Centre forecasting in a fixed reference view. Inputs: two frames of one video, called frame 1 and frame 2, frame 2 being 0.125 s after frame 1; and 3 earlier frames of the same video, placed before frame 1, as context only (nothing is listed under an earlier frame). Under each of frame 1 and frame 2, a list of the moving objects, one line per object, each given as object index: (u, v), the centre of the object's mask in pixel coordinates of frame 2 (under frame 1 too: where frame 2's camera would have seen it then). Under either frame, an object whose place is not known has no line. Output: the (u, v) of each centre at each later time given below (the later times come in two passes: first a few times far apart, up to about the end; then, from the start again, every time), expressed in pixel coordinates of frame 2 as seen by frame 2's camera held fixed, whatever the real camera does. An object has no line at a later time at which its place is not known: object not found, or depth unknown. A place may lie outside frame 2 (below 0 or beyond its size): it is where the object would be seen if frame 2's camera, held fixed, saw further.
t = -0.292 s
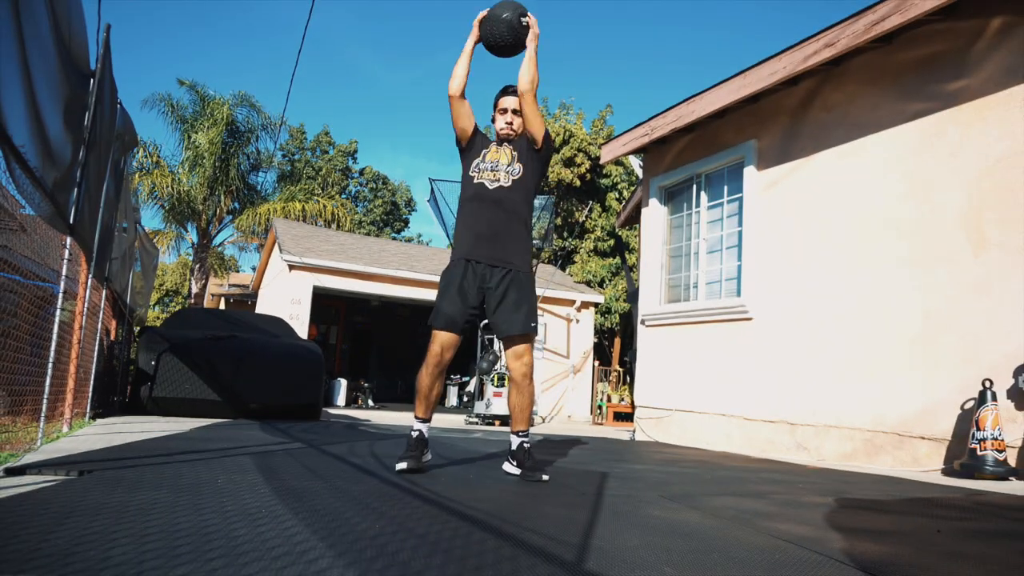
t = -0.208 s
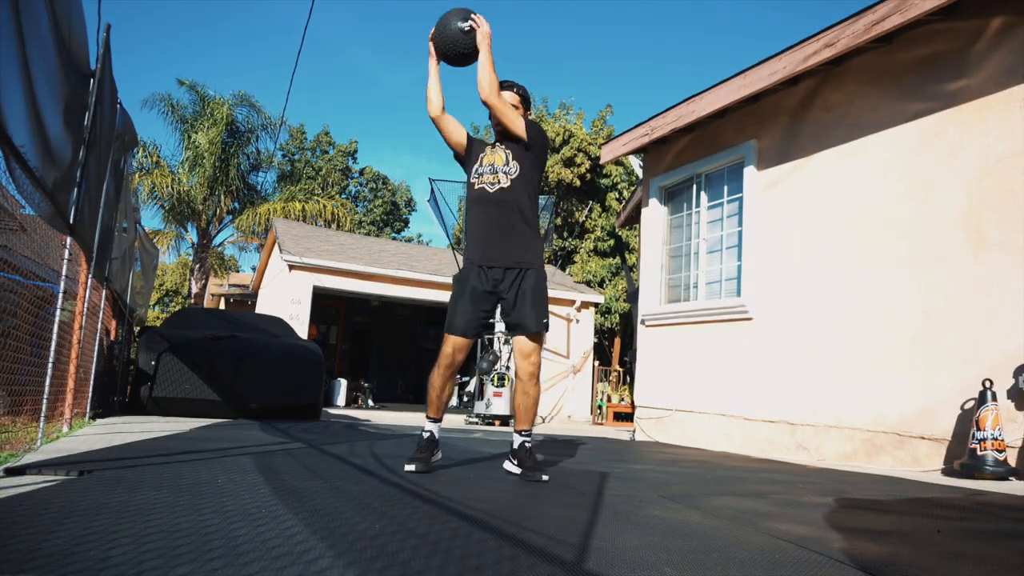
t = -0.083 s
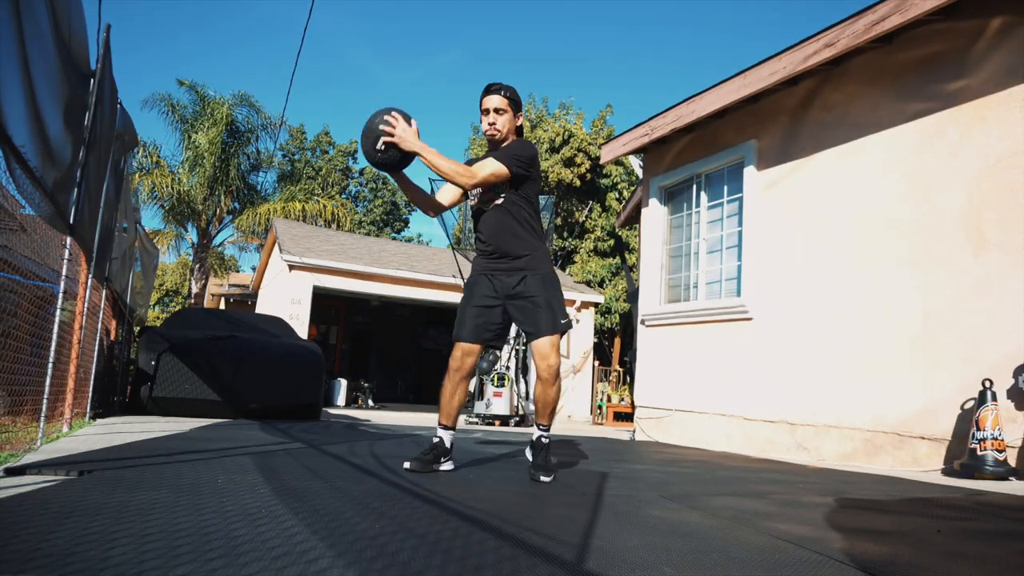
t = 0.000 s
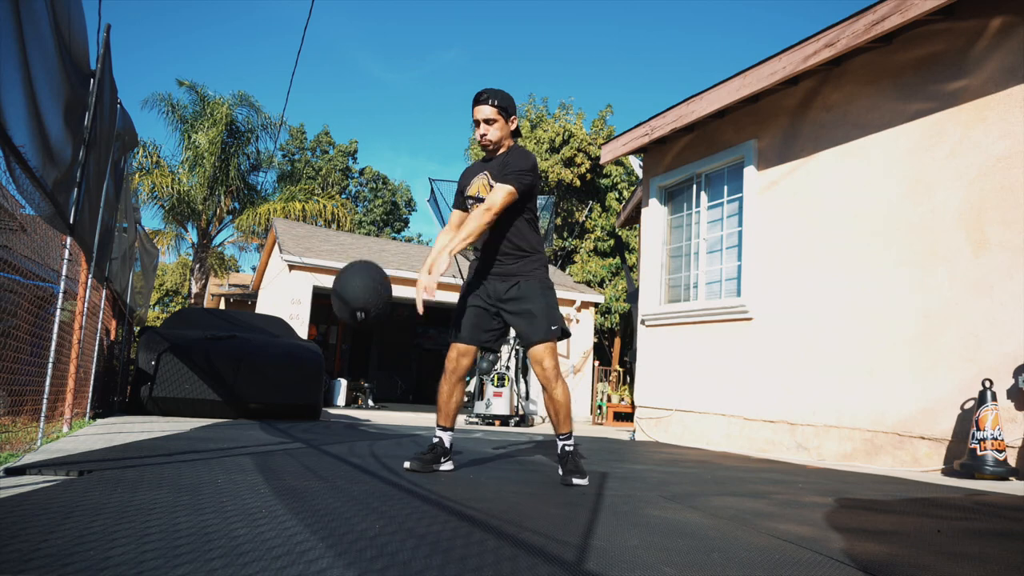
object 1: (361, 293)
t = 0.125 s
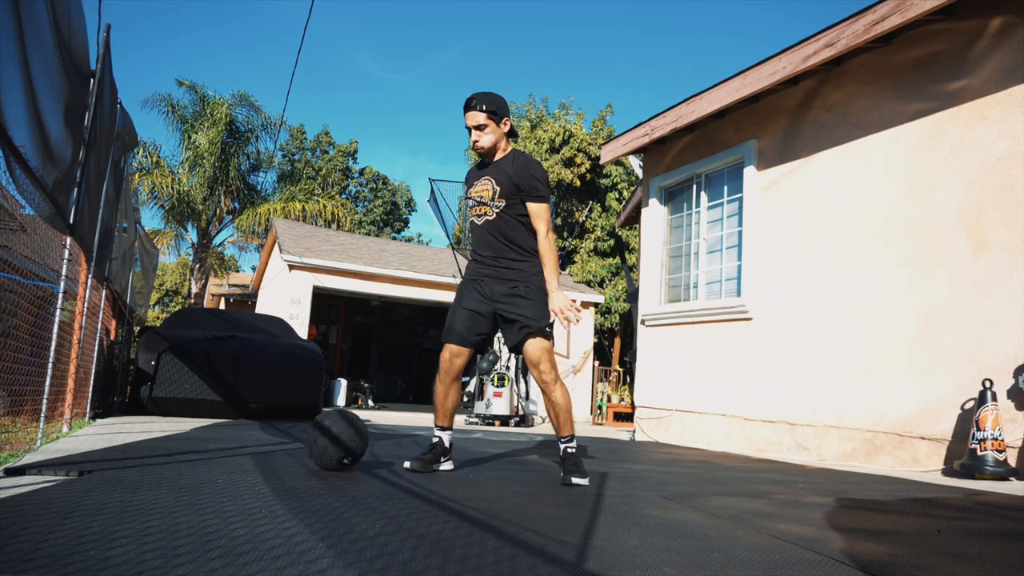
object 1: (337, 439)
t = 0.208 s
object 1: (334, 422)
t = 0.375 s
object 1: (325, 440)
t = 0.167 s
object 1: (336, 428)
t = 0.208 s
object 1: (334, 422)
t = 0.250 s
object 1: (332, 420)
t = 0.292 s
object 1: (331, 422)
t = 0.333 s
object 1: (327, 429)
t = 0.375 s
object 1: (325, 440)
